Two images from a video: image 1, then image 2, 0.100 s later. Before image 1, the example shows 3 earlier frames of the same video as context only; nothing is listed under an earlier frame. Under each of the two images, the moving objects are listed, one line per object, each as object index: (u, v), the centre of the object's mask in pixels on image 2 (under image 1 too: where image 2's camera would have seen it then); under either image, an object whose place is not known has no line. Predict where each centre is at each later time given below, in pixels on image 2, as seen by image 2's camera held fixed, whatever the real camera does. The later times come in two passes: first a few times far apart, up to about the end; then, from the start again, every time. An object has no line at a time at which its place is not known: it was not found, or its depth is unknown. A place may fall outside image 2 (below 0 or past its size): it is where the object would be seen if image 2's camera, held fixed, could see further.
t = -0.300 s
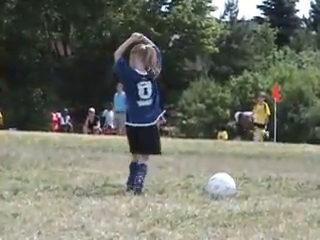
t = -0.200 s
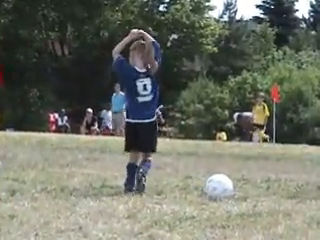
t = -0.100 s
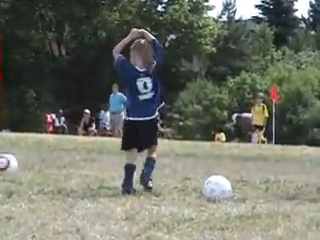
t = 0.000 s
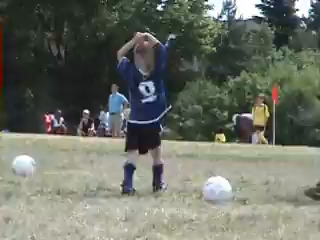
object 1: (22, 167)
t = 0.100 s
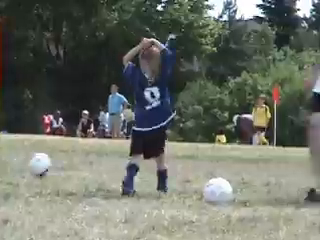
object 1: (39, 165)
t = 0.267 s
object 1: (68, 165)
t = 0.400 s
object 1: (87, 166)
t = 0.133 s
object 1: (43, 164)
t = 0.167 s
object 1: (51, 166)
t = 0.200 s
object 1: (57, 167)
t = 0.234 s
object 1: (62, 166)
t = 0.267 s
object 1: (68, 165)
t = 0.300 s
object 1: (72, 166)
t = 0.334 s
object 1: (76, 166)
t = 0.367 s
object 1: (82, 166)
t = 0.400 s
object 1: (87, 166)
